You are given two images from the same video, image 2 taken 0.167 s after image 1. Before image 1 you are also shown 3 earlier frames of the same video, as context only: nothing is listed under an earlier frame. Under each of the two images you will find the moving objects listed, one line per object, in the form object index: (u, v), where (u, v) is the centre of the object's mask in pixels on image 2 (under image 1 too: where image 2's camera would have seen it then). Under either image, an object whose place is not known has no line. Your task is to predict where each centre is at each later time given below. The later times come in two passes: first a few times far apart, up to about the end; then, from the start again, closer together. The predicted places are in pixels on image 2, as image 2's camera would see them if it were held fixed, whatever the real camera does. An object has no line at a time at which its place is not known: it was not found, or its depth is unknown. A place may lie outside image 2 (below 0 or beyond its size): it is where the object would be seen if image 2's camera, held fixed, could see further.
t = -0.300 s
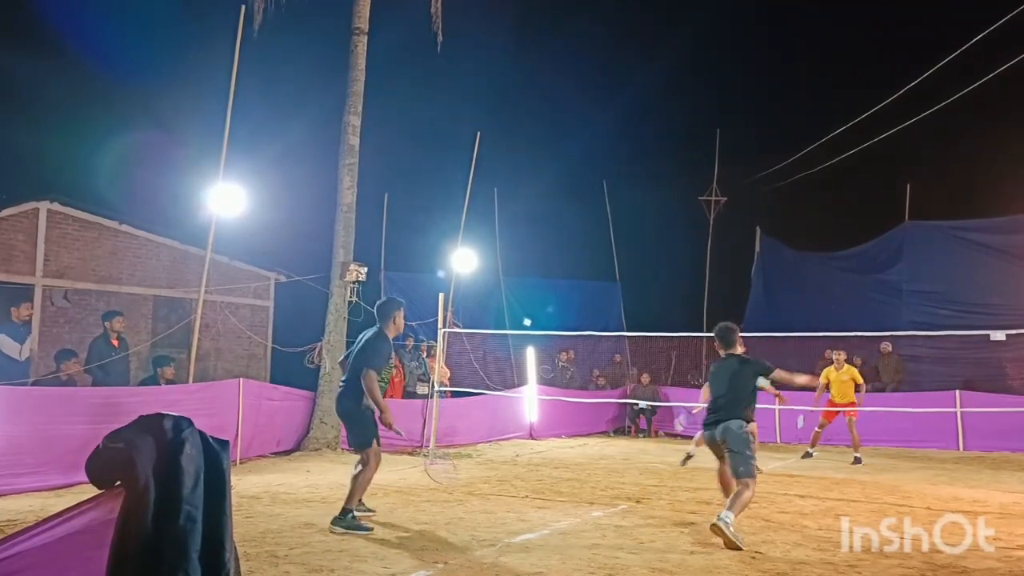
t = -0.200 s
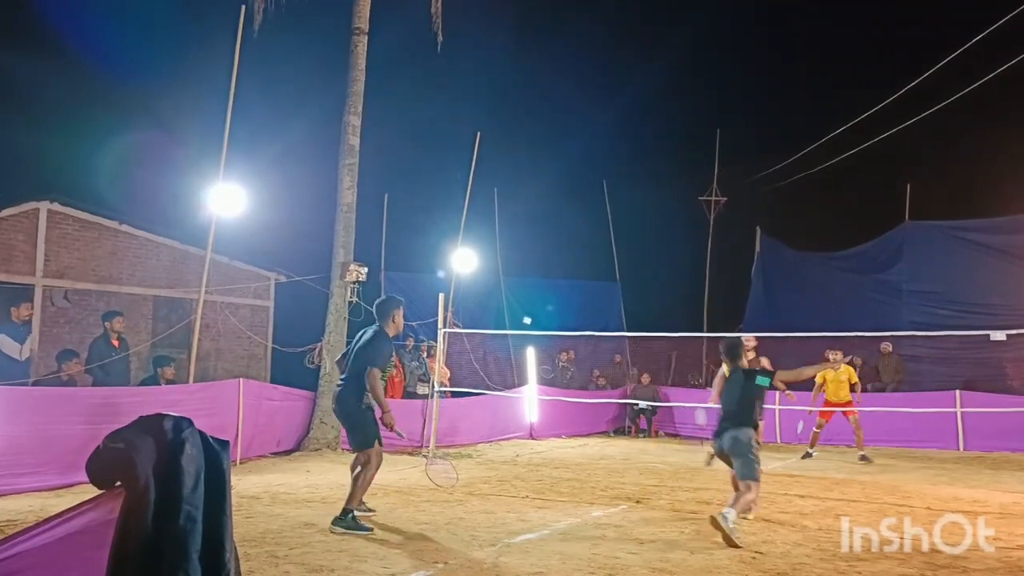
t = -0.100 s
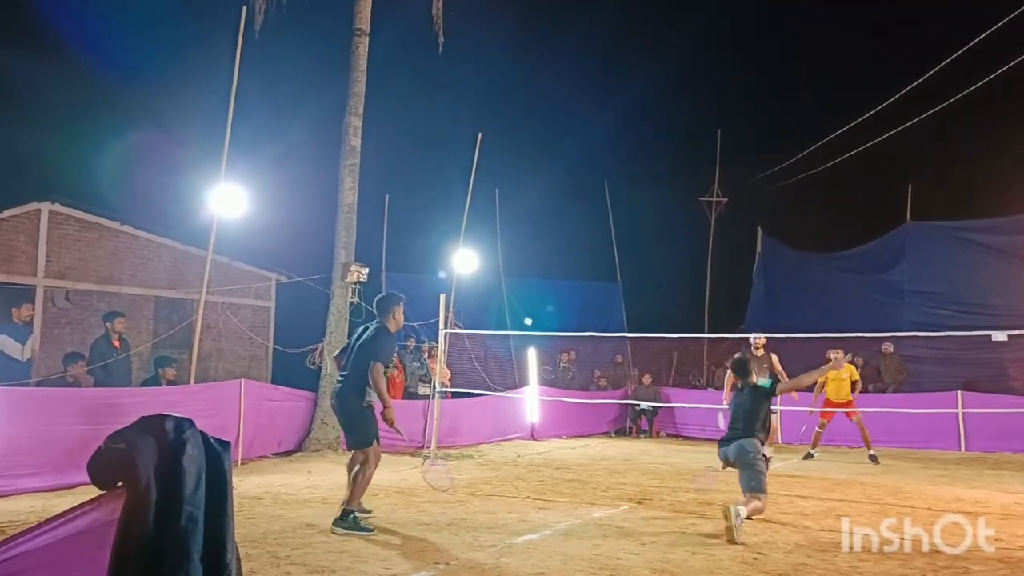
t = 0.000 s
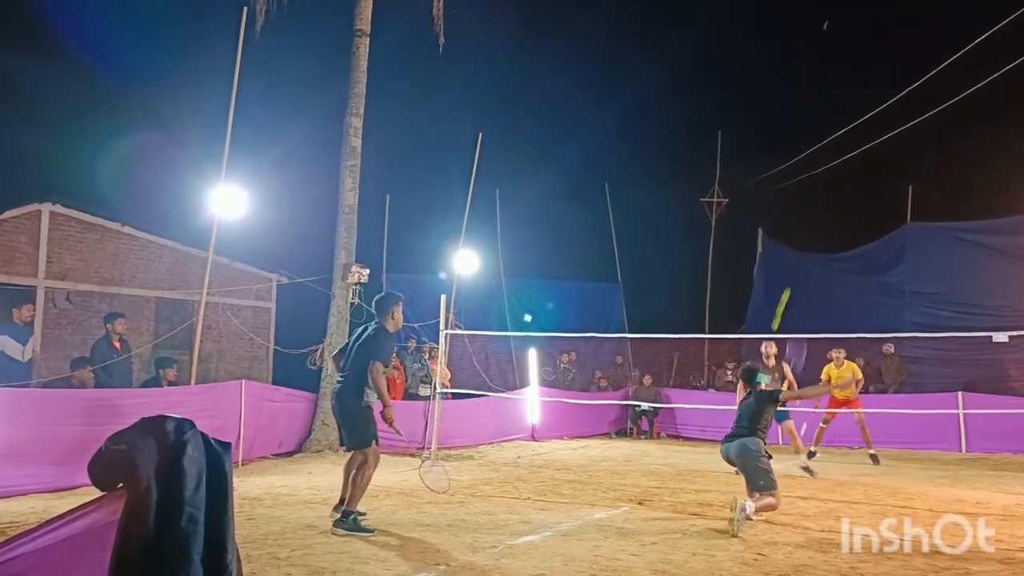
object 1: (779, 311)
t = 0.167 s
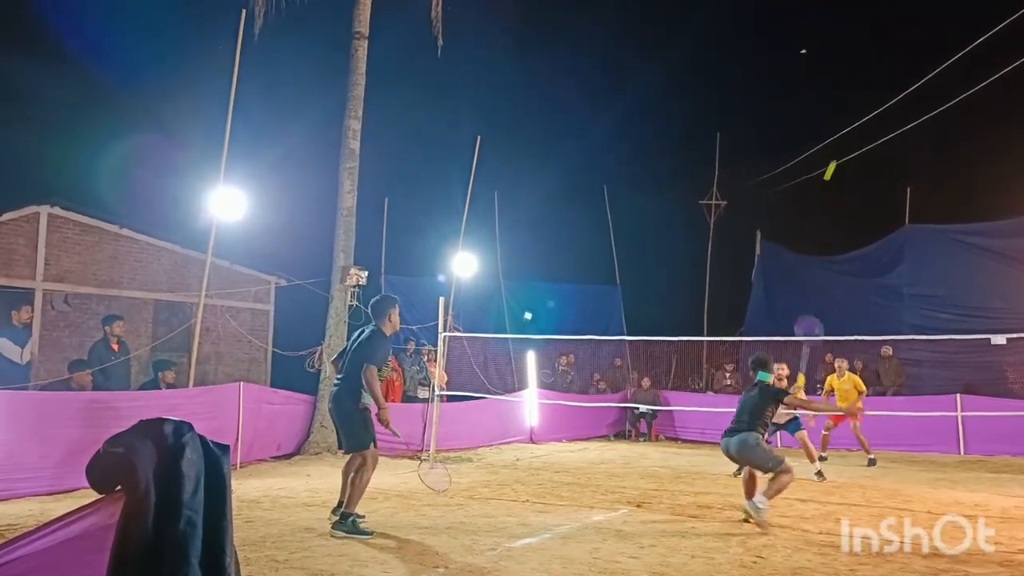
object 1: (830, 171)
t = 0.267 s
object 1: (847, 130)
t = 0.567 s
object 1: (880, 90)
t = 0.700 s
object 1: (891, 97)
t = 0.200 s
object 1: (836, 155)
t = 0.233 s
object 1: (842, 141)
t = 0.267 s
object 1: (847, 130)
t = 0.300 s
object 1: (852, 121)
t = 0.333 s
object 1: (856, 113)
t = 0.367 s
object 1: (860, 106)
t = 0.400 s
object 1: (865, 101)
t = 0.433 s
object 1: (868, 97)
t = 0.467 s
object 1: (871, 94)
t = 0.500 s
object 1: (875, 92)
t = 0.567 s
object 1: (880, 90)
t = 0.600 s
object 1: (883, 91)
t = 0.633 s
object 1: (886, 93)
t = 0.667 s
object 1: (889, 95)
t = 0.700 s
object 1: (891, 97)
